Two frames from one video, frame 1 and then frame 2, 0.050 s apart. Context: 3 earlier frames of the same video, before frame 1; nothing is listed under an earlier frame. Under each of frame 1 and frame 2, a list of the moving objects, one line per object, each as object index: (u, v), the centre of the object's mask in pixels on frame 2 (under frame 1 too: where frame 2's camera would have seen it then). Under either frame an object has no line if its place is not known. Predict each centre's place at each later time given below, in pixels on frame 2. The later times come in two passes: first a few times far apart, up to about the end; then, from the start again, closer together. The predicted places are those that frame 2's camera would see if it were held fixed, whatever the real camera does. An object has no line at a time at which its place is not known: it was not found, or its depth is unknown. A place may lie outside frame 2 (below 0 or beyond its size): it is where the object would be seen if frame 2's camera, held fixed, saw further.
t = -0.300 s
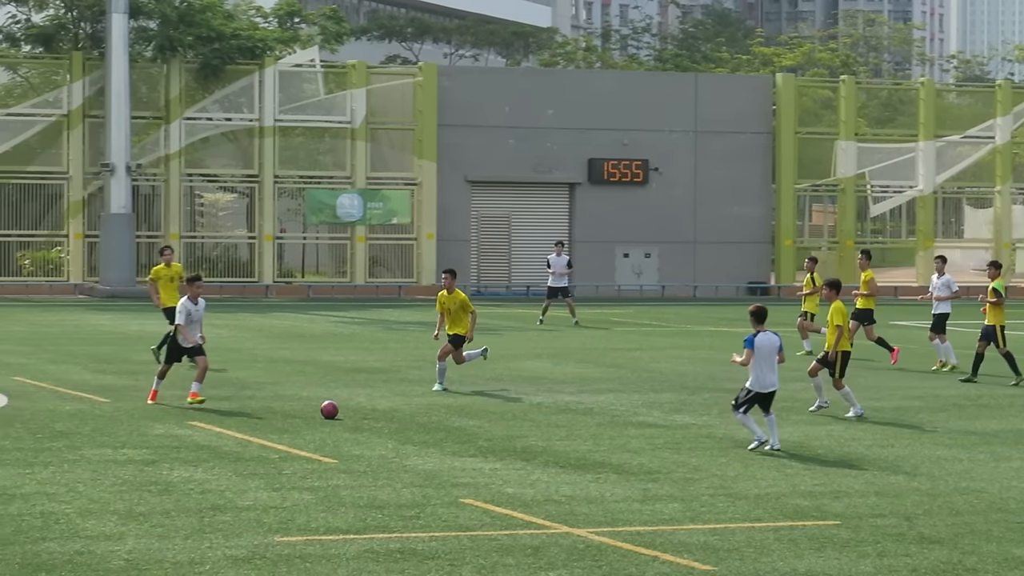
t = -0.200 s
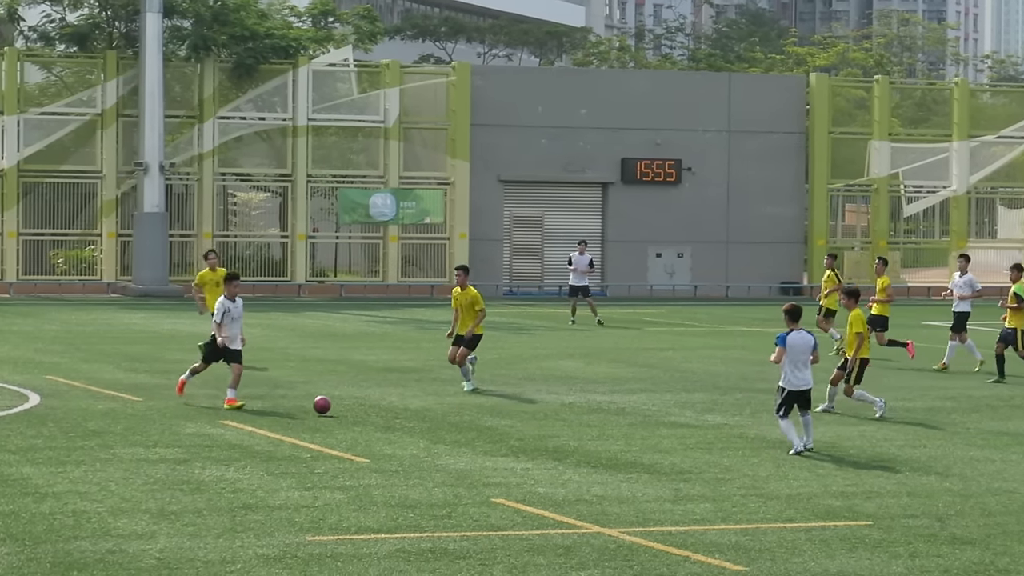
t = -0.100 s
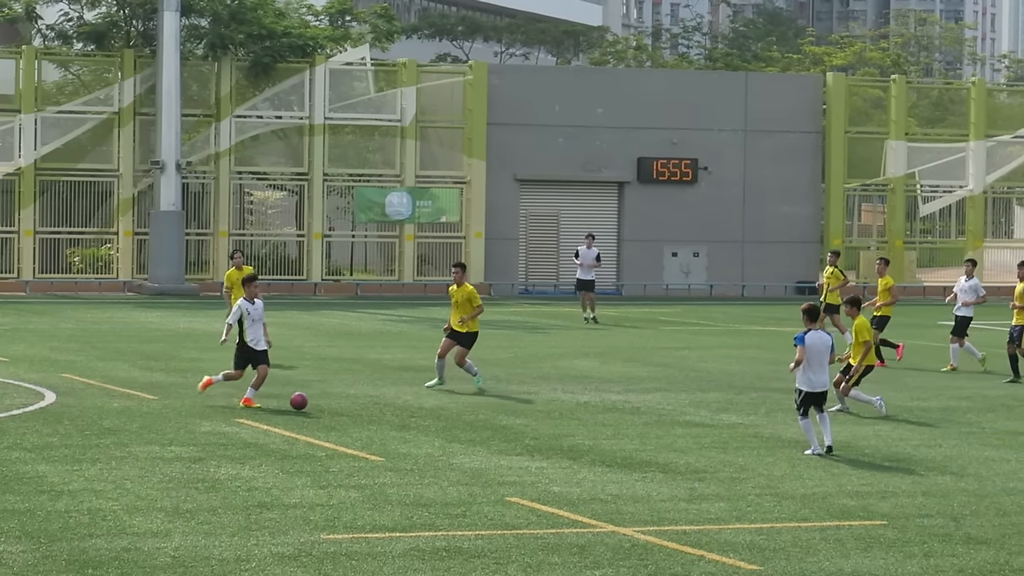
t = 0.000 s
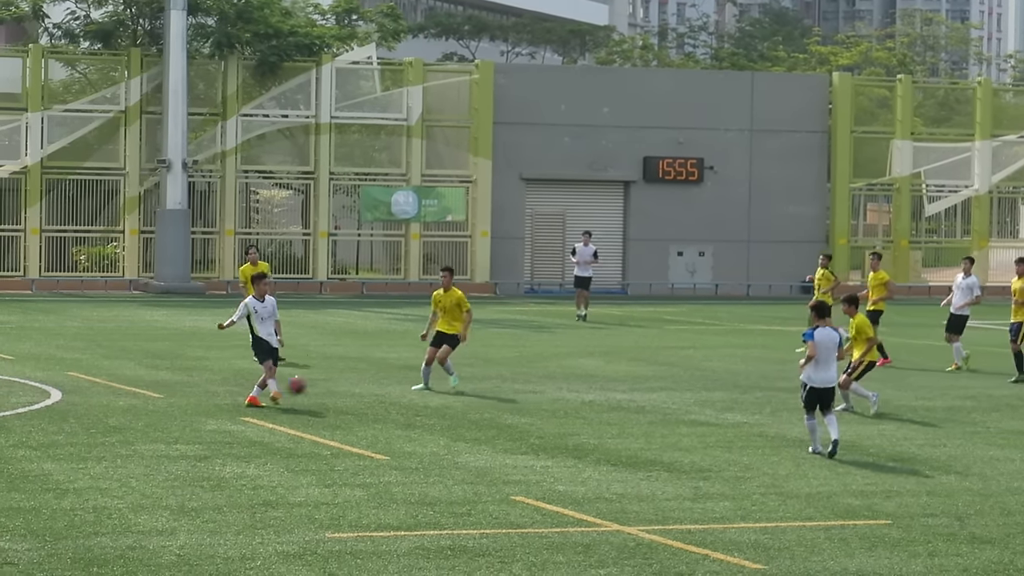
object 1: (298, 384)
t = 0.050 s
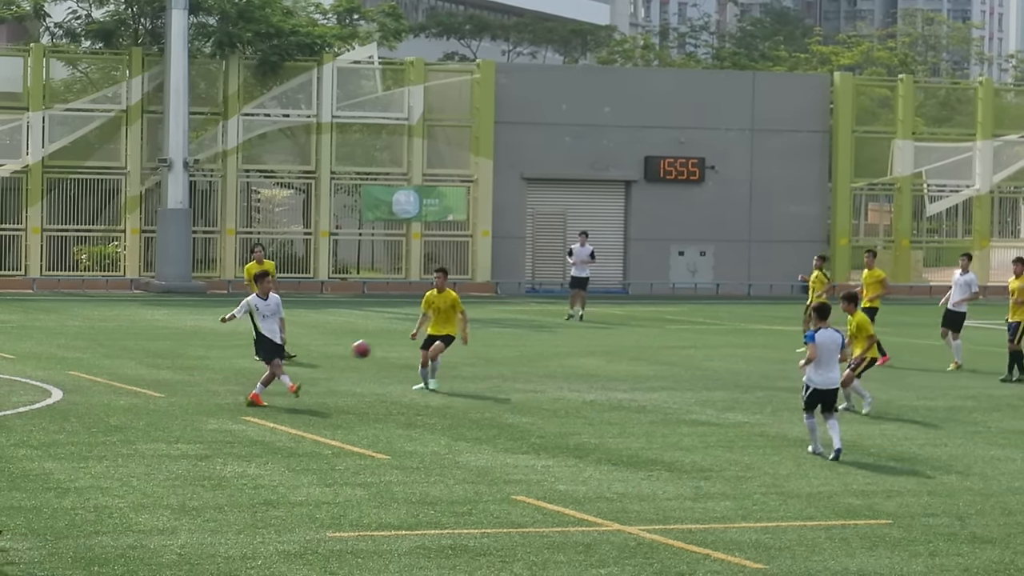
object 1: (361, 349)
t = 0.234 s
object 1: (587, 241)
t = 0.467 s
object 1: (852, 146)
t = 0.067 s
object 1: (382, 338)
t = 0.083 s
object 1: (402, 327)
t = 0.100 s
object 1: (424, 316)
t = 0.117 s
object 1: (445, 306)
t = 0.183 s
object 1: (527, 267)
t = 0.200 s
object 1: (546, 258)
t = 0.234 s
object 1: (587, 241)
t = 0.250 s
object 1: (607, 232)
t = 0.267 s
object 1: (627, 224)
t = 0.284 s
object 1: (647, 216)
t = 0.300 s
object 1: (666, 209)
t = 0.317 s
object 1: (685, 202)
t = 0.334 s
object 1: (704, 195)
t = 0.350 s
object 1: (723, 188)
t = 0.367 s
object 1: (742, 181)
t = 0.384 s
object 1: (760, 175)
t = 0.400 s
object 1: (779, 168)
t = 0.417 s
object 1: (797, 162)
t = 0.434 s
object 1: (816, 157)
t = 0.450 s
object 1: (834, 151)
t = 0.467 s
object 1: (852, 146)
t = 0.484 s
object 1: (870, 141)
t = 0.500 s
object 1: (888, 136)
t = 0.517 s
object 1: (906, 131)
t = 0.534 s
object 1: (923, 127)
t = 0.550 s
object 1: (941, 122)
